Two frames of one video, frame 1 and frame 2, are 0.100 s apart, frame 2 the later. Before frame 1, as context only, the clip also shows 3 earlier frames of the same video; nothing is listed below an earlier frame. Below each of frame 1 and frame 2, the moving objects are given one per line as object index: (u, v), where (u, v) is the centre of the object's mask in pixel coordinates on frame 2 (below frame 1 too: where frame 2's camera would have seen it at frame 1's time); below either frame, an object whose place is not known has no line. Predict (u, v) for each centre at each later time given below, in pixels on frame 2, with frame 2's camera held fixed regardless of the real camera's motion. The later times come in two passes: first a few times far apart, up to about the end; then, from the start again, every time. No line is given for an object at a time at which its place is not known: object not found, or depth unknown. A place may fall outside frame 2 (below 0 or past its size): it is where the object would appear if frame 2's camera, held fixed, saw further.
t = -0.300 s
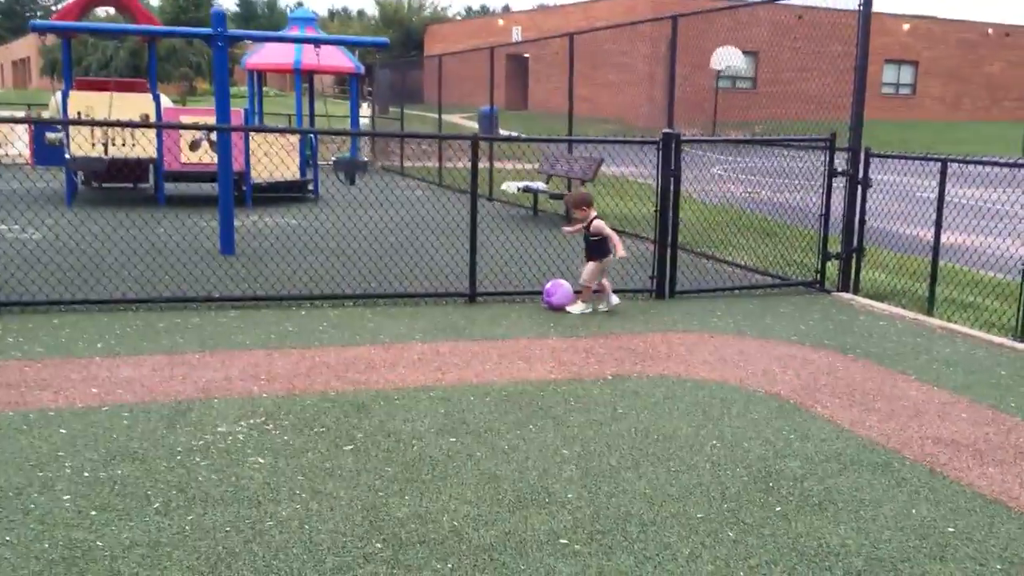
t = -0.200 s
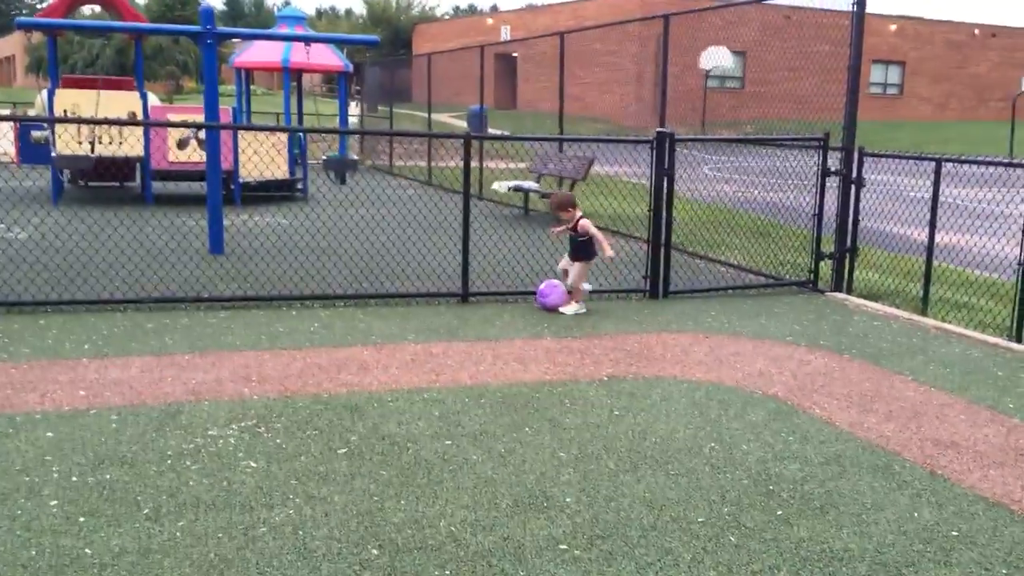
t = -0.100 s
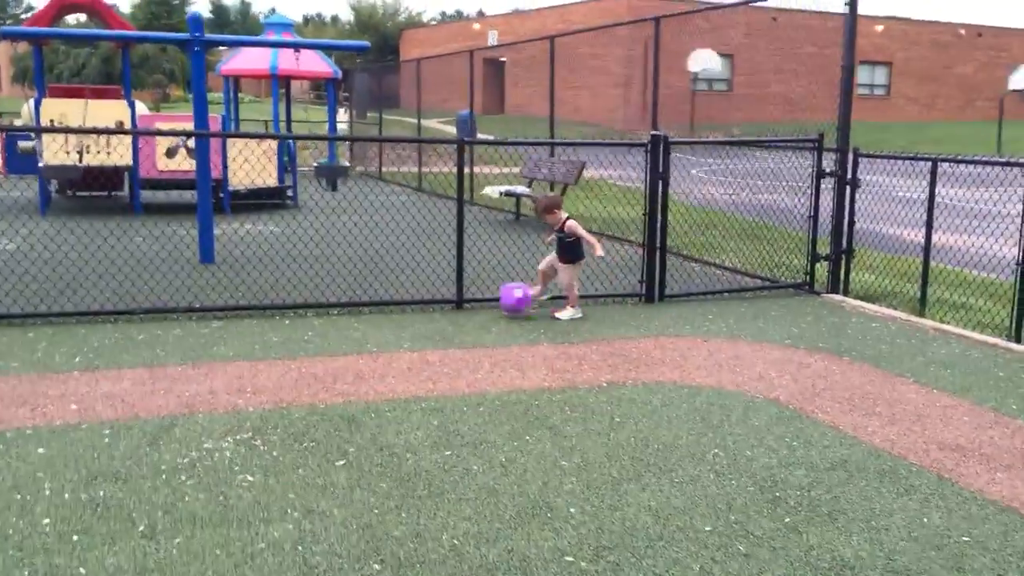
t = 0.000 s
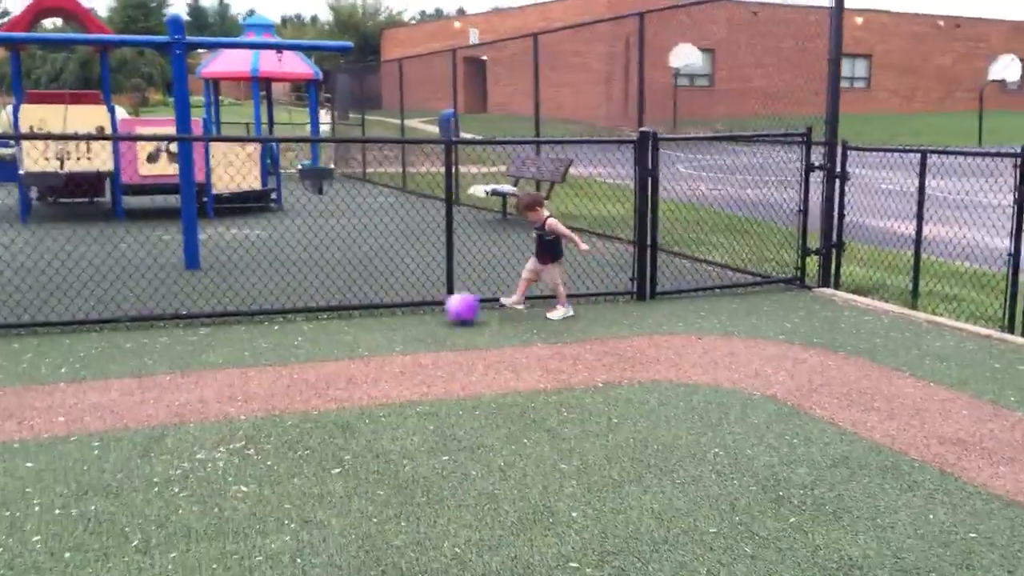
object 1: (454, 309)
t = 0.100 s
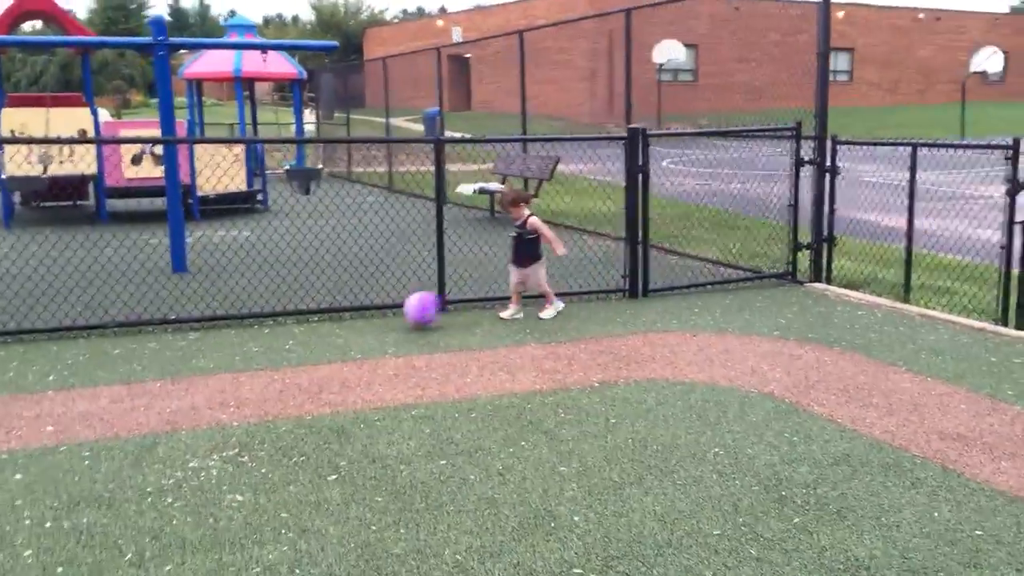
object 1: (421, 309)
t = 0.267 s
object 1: (374, 318)
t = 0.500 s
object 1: (308, 332)
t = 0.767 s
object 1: (228, 345)
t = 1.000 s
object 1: (154, 358)
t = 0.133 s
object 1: (411, 311)
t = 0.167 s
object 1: (401, 316)
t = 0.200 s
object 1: (391, 317)
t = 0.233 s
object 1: (382, 316)
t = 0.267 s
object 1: (374, 318)
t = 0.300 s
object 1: (365, 318)
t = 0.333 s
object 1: (356, 322)
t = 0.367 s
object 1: (346, 325)
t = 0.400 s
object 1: (337, 325)
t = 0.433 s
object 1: (327, 325)
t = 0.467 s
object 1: (318, 327)
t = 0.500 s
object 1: (308, 332)
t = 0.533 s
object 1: (298, 333)
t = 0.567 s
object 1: (289, 335)
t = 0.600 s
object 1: (279, 338)
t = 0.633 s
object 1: (270, 339)
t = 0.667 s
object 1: (259, 338)
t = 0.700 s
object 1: (249, 342)
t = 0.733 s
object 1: (238, 343)
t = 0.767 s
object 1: (228, 345)
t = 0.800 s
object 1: (219, 347)
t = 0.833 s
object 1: (207, 349)
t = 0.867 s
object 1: (196, 350)
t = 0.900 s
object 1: (186, 354)
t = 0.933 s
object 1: (177, 354)
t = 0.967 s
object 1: (167, 358)
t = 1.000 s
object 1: (154, 358)
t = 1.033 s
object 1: (143, 361)
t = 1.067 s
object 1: (132, 362)
